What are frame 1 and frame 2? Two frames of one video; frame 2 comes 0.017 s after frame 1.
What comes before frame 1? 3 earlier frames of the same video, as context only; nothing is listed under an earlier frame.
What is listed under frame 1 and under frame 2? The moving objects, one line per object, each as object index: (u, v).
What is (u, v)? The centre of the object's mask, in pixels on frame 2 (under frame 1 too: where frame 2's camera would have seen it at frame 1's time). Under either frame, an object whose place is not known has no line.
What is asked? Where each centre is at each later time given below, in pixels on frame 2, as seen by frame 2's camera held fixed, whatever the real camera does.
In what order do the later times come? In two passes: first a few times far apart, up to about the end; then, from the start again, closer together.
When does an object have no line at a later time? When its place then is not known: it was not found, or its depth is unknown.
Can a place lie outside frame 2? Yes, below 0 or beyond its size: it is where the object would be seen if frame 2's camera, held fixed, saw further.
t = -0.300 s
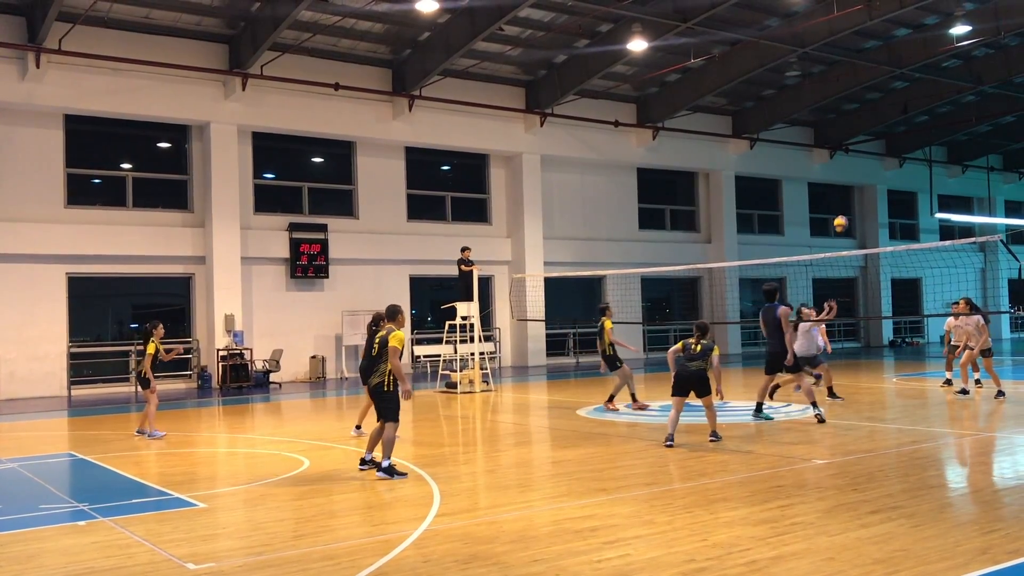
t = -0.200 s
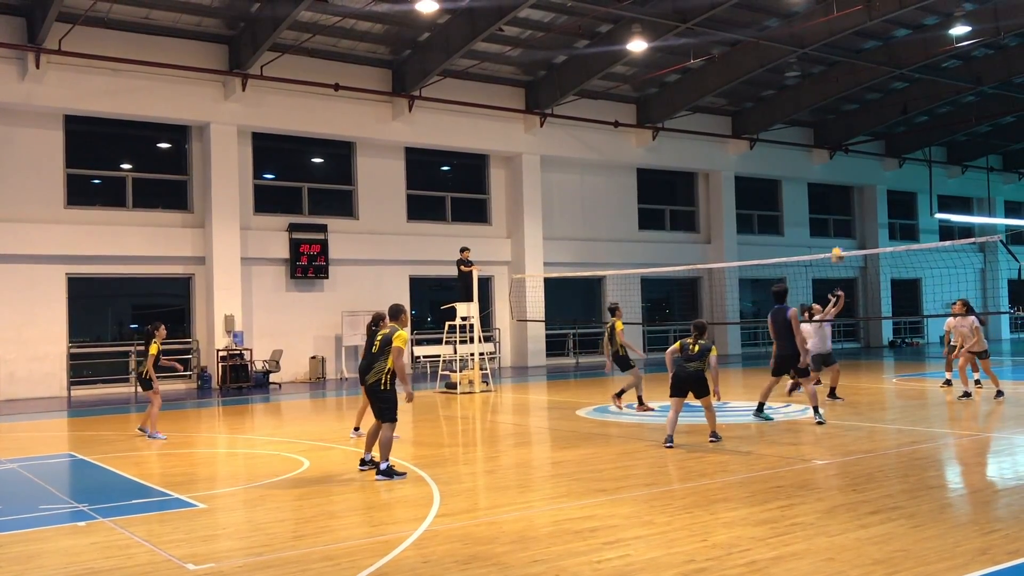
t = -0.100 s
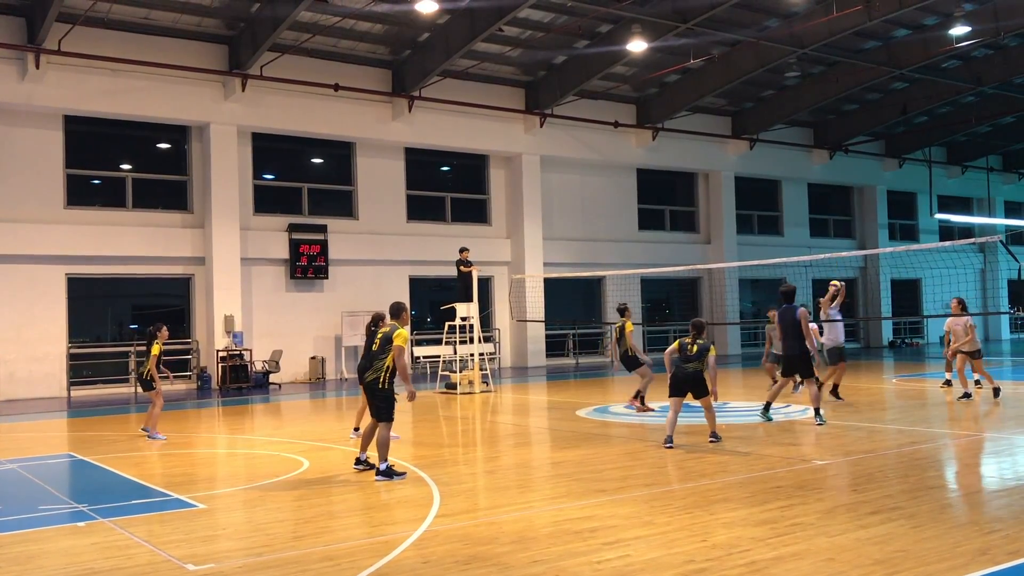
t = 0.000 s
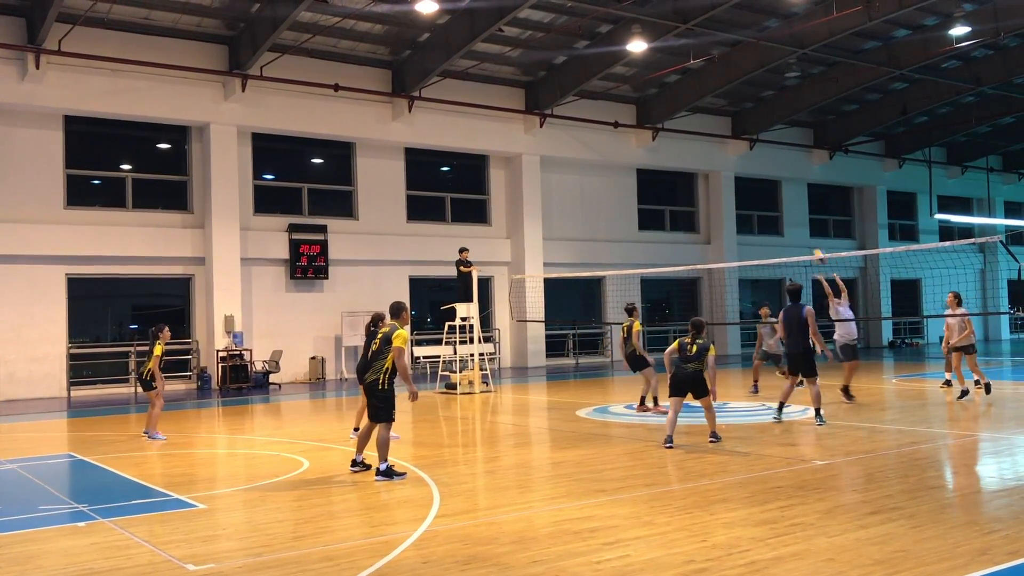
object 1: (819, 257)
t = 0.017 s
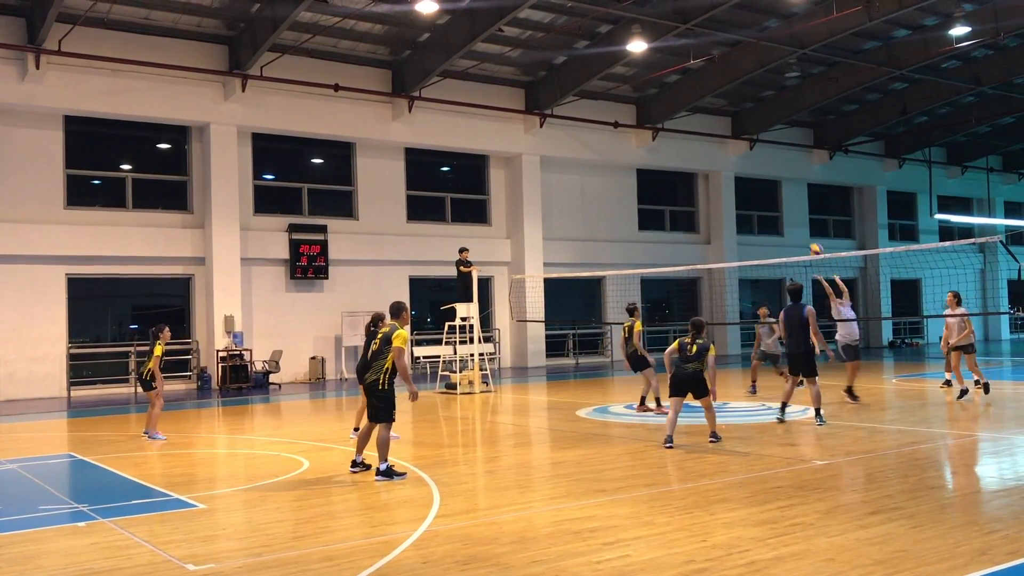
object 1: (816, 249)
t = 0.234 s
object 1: (775, 191)
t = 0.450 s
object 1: (737, 163)
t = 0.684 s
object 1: (700, 162)
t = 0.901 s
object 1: (667, 191)
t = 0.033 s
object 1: (813, 245)
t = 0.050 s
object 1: (810, 239)
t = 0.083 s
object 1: (803, 229)
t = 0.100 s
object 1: (800, 224)
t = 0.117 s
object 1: (797, 219)
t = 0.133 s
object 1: (793, 214)
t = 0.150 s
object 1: (790, 210)
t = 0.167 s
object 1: (787, 206)
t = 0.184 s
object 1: (784, 202)
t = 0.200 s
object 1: (781, 198)
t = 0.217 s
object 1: (778, 194)
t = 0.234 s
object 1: (775, 191)
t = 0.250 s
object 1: (772, 188)
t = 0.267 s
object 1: (769, 185)
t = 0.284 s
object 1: (766, 182)
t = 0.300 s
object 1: (763, 180)
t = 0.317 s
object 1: (760, 177)
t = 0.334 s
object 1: (757, 174)
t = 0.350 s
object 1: (754, 172)
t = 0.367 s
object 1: (751, 170)
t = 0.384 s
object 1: (748, 168)
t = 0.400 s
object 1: (745, 166)
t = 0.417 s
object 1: (742, 165)
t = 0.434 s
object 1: (739, 164)
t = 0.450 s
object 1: (737, 163)
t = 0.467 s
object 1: (734, 161)
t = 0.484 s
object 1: (731, 161)
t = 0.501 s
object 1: (729, 160)
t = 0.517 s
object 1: (726, 160)
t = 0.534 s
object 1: (723, 159)
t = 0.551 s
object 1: (720, 159)
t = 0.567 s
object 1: (718, 159)
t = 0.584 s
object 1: (715, 159)
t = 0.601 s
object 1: (712, 159)
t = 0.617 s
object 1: (710, 160)
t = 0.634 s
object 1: (707, 160)
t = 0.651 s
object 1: (704, 161)
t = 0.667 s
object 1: (702, 162)
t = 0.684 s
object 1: (700, 162)
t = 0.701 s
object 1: (697, 164)
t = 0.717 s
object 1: (694, 165)
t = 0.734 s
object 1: (692, 167)
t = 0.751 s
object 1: (689, 169)
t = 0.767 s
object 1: (687, 171)
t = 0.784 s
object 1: (684, 173)
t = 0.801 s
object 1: (681, 175)
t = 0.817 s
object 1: (679, 177)
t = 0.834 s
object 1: (676, 180)
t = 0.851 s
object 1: (674, 182)
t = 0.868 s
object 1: (672, 185)
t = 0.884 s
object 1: (669, 188)
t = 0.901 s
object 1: (667, 191)
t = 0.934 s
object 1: (662, 198)
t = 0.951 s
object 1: (660, 201)
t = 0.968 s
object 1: (657, 205)
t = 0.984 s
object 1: (655, 209)
